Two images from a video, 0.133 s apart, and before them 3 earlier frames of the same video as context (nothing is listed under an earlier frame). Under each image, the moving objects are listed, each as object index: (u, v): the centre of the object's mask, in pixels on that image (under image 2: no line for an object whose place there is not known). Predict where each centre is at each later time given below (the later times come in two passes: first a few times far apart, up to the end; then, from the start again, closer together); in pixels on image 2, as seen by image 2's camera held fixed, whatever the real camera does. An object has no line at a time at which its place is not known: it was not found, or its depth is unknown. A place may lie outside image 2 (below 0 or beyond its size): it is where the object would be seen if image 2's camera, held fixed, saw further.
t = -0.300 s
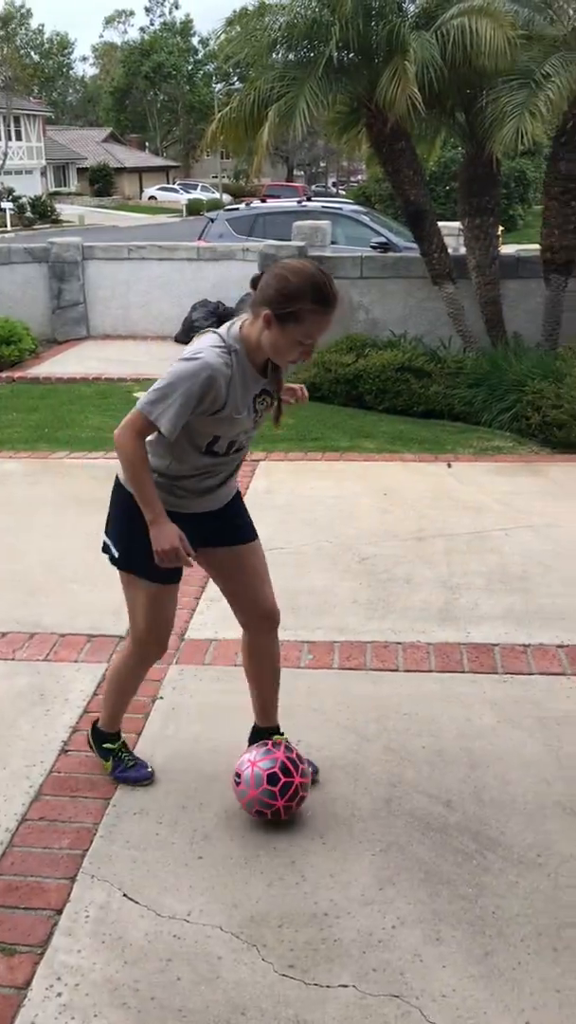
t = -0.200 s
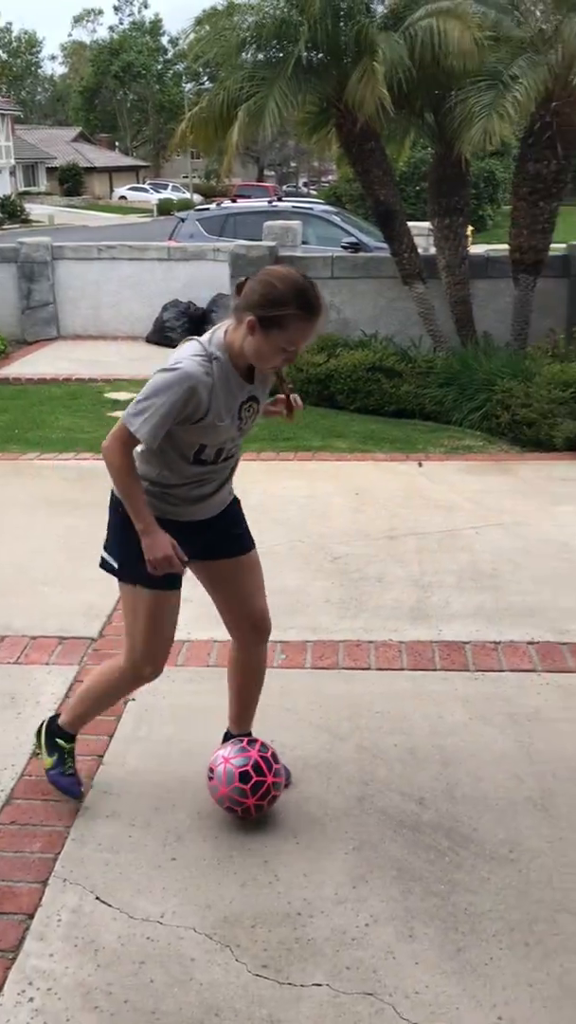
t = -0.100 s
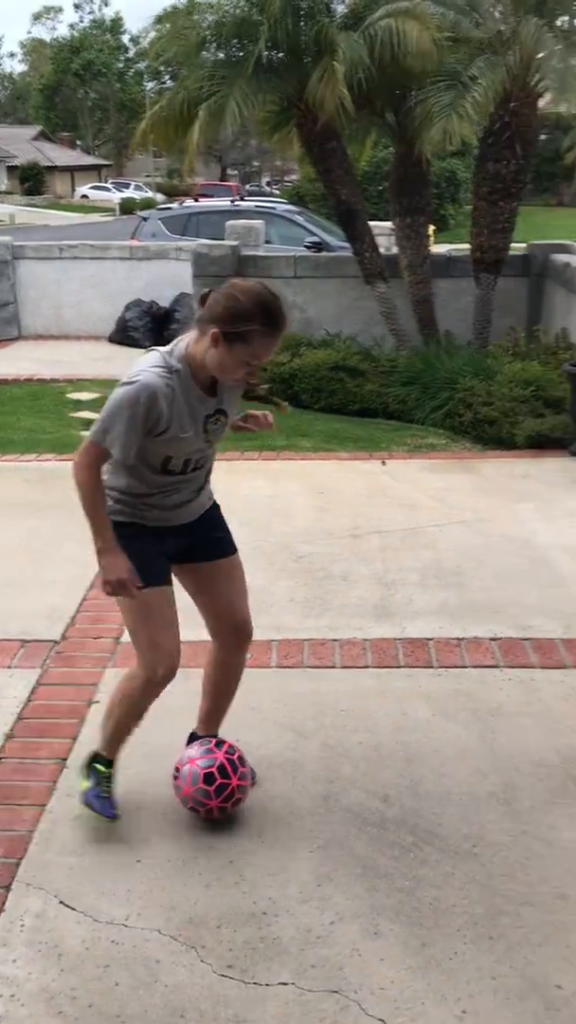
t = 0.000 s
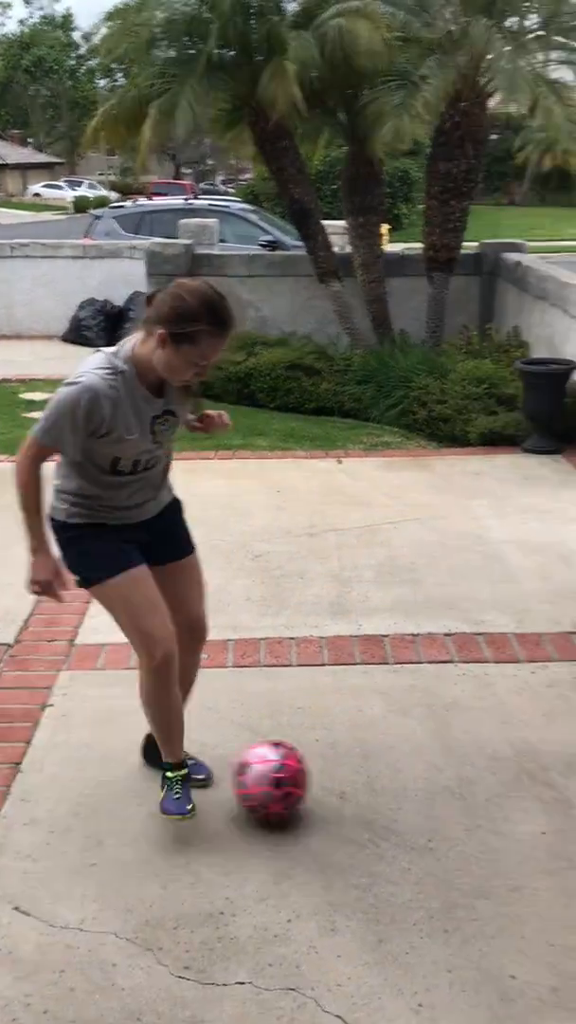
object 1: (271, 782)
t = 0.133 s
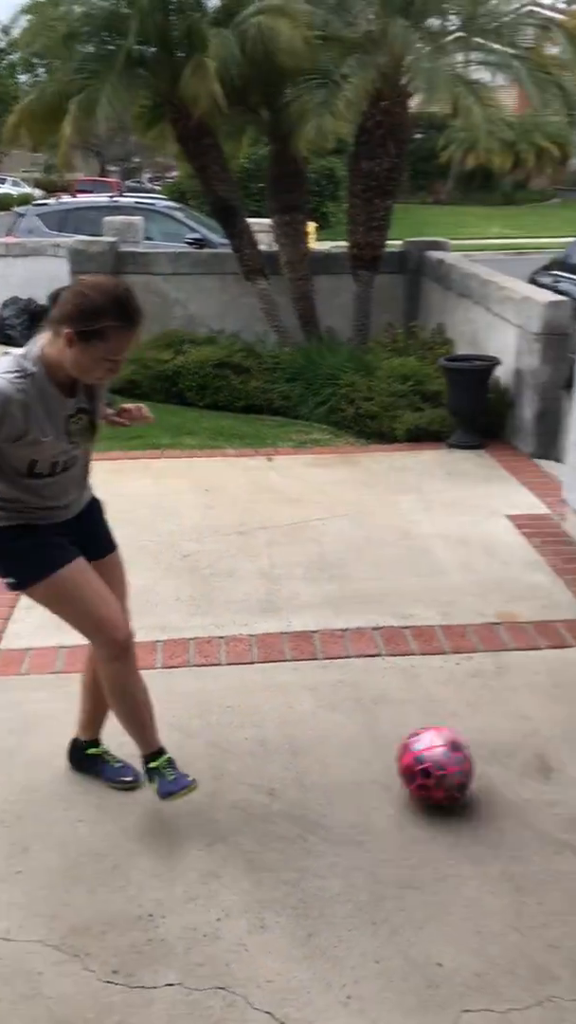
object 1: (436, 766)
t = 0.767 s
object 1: (474, 758)
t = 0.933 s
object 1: (373, 760)
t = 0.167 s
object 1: (489, 765)
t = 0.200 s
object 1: (540, 762)
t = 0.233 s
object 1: (589, 755)
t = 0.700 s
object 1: (514, 756)
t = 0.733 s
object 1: (494, 757)
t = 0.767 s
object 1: (474, 758)
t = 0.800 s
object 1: (453, 759)
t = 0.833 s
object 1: (433, 758)
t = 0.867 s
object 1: (412, 761)
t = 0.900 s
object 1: (392, 760)
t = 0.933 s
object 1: (373, 760)
